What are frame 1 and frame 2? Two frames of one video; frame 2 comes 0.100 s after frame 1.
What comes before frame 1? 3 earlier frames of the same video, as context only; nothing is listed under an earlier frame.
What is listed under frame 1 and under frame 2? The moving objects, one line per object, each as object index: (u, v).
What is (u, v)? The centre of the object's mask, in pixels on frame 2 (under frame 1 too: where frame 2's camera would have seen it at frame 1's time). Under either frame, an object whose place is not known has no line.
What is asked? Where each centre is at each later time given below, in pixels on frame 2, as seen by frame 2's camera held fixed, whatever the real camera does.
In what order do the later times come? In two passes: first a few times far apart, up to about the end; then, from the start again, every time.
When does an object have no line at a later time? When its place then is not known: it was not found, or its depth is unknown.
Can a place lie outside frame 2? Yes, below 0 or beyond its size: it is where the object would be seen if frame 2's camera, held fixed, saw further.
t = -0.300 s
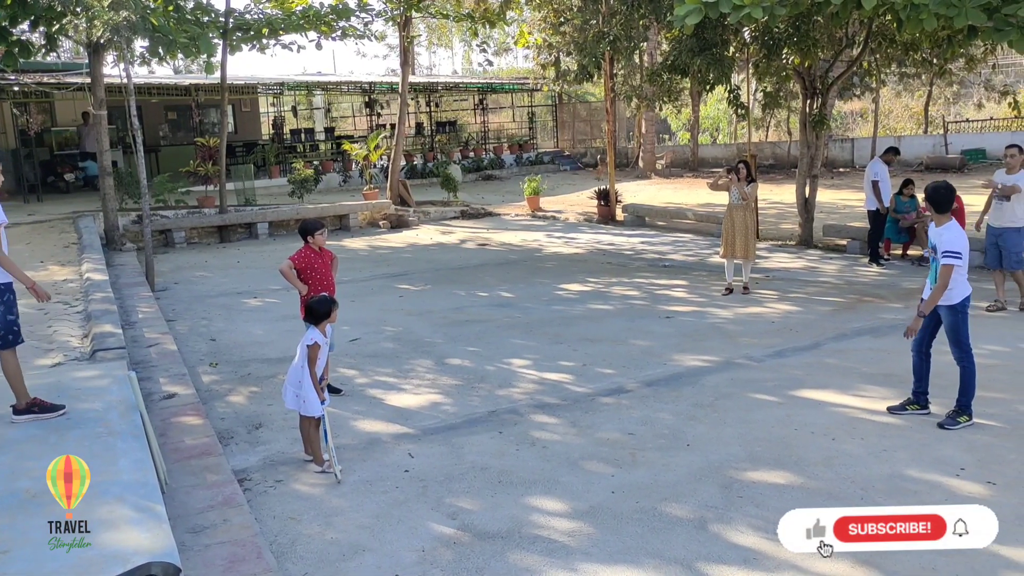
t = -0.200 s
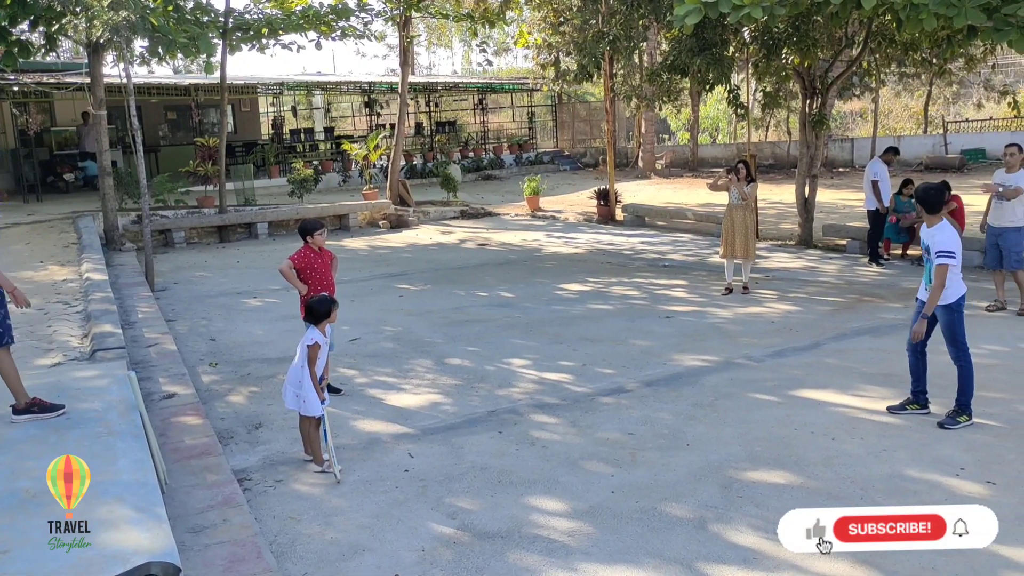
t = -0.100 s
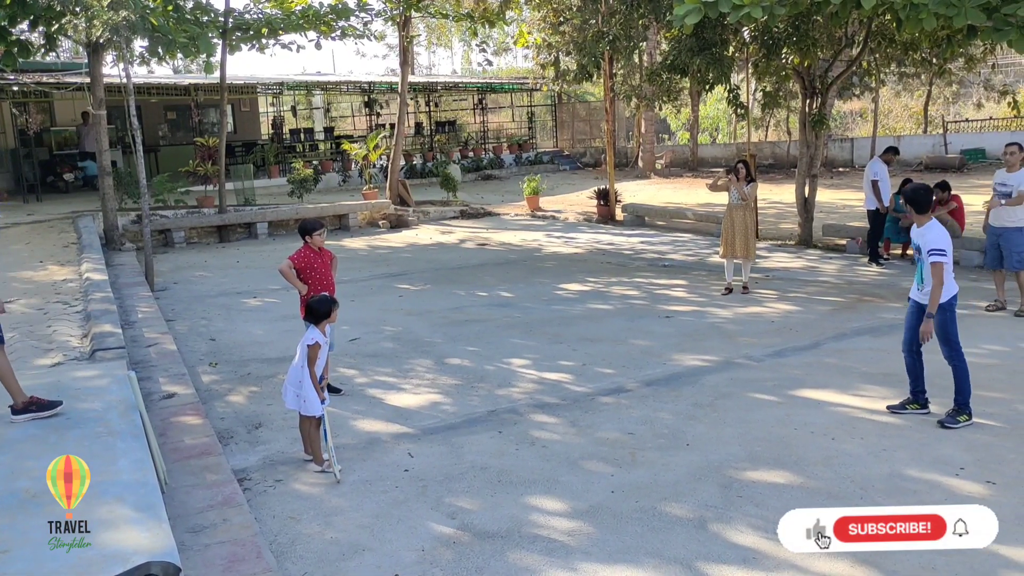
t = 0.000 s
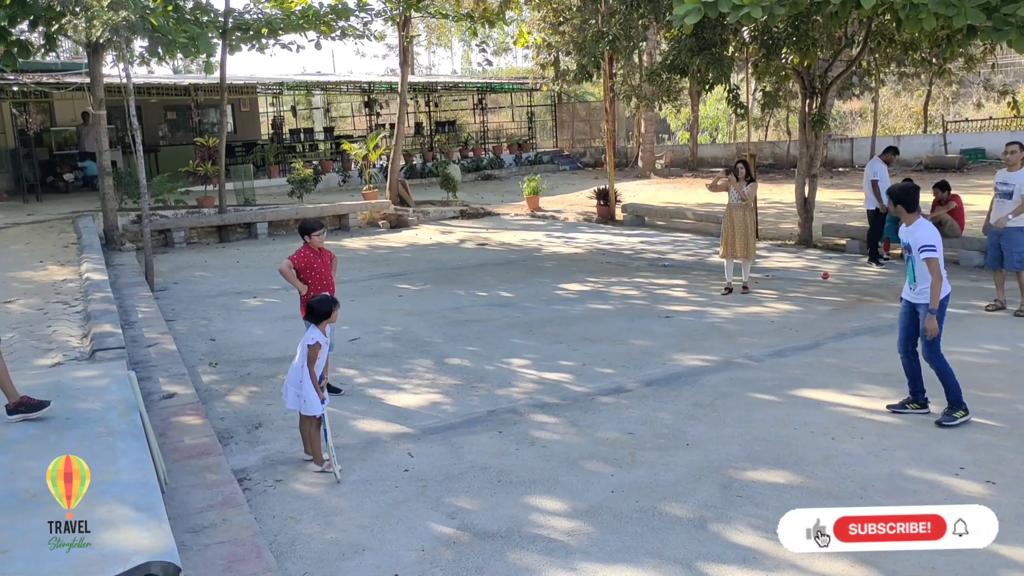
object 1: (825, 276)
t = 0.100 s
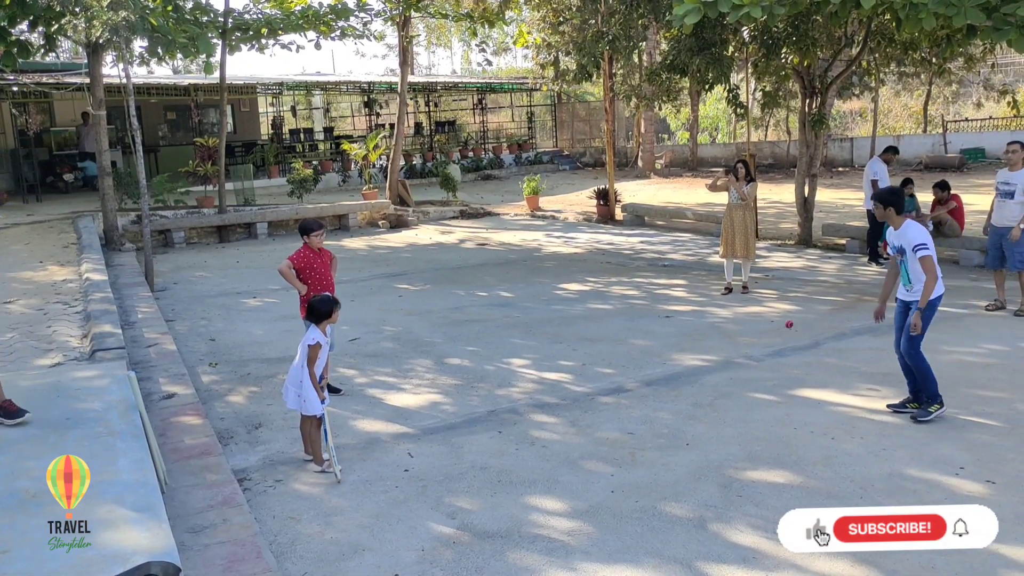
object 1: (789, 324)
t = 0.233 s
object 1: (746, 365)
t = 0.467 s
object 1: (695, 304)
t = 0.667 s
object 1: (648, 305)
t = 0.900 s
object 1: (589, 378)
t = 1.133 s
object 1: (525, 409)
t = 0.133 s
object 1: (776, 344)
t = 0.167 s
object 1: (764, 365)
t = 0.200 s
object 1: (753, 379)
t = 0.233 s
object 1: (746, 365)
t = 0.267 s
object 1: (739, 353)
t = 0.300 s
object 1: (732, 342)
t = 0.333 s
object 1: (725, 332)
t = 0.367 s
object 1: (718, 323)
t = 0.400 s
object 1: (711, 316)
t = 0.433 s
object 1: (704, 309)
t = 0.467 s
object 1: (695, 304)
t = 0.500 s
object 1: (688, 301)
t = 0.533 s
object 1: (680, 299)
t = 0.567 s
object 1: (672, 298)
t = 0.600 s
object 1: (664, 299)
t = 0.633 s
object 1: (656, 301)
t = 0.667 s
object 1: (648, 305)
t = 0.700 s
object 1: (640, 310)
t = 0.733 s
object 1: (631, 317)
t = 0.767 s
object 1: (623, 326)
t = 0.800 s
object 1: (615, 336)
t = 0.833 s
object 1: (606, 348)
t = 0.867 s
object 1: (598, 362)
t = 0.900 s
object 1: (589, 378)
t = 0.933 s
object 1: (581, 395)
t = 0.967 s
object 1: (572, 414)
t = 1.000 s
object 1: (563, 435)
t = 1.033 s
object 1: (555, 437)
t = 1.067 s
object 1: (545, 426)
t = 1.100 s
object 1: (535, 417)
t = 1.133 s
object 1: (525, 409)
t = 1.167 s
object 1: (515, 403)
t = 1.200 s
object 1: (505, 398)
